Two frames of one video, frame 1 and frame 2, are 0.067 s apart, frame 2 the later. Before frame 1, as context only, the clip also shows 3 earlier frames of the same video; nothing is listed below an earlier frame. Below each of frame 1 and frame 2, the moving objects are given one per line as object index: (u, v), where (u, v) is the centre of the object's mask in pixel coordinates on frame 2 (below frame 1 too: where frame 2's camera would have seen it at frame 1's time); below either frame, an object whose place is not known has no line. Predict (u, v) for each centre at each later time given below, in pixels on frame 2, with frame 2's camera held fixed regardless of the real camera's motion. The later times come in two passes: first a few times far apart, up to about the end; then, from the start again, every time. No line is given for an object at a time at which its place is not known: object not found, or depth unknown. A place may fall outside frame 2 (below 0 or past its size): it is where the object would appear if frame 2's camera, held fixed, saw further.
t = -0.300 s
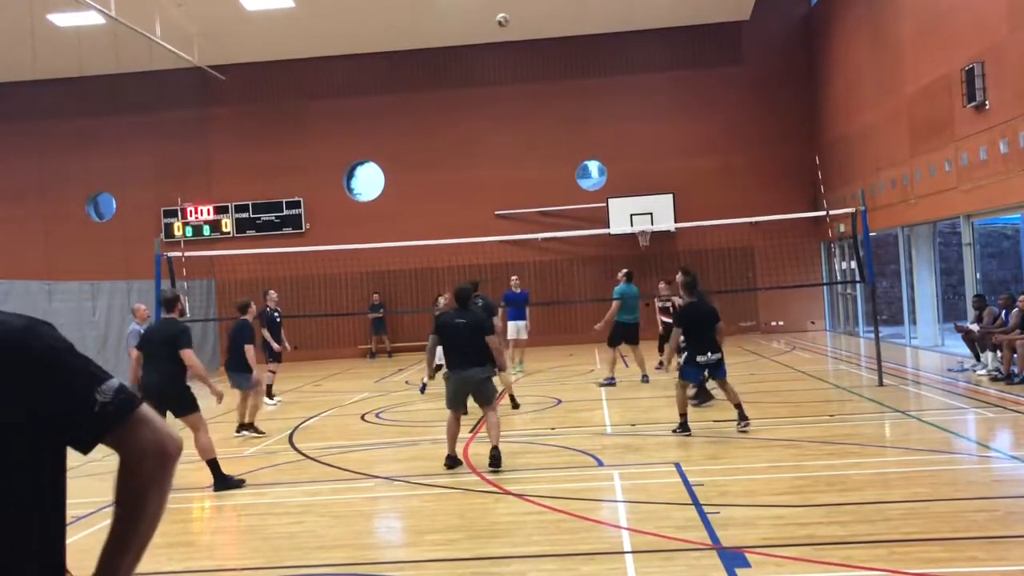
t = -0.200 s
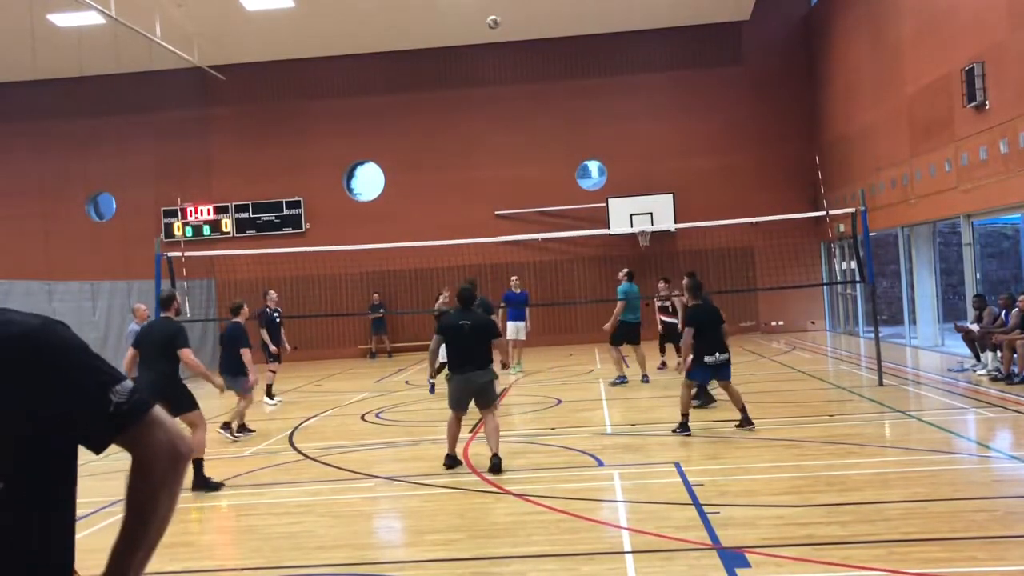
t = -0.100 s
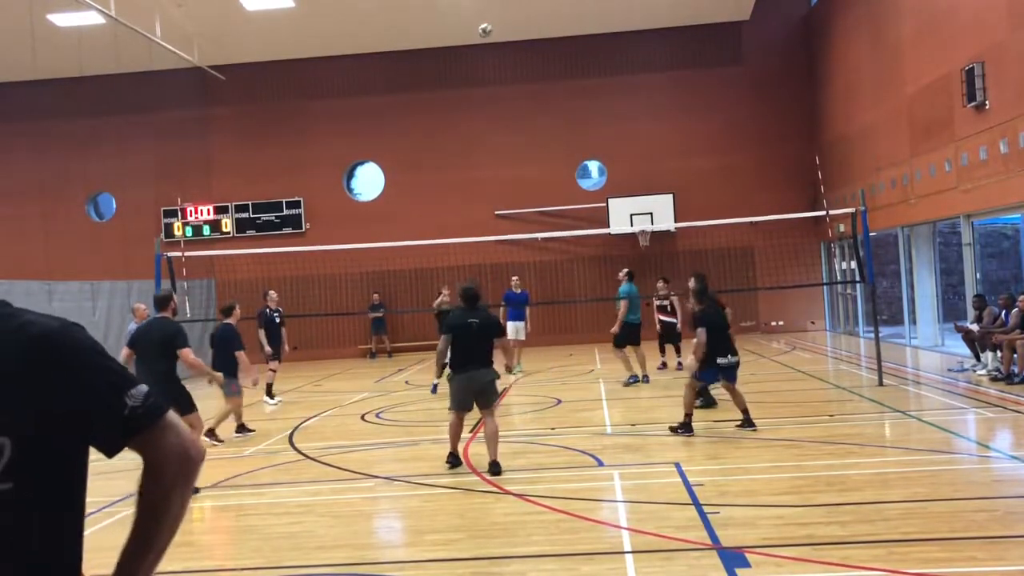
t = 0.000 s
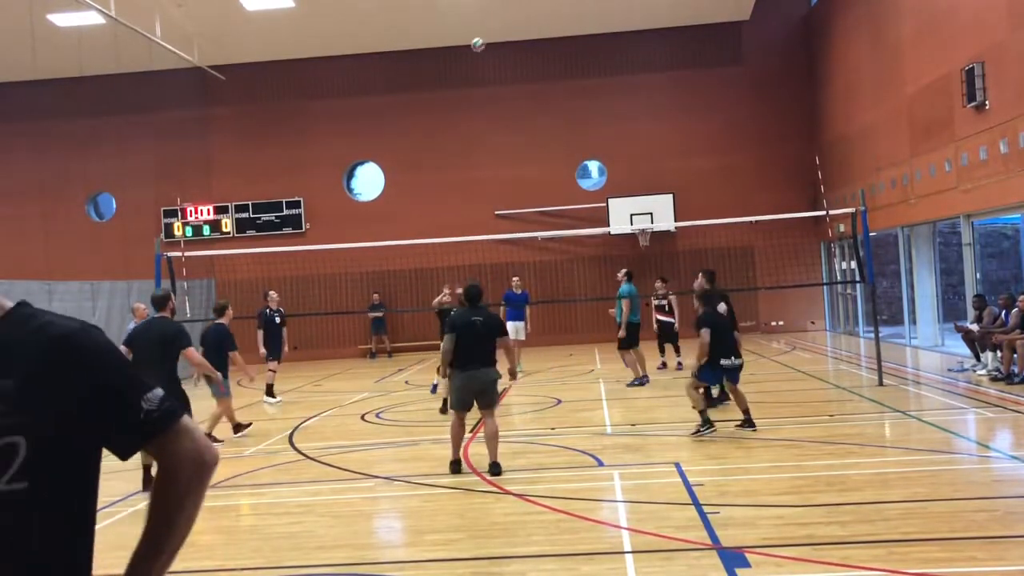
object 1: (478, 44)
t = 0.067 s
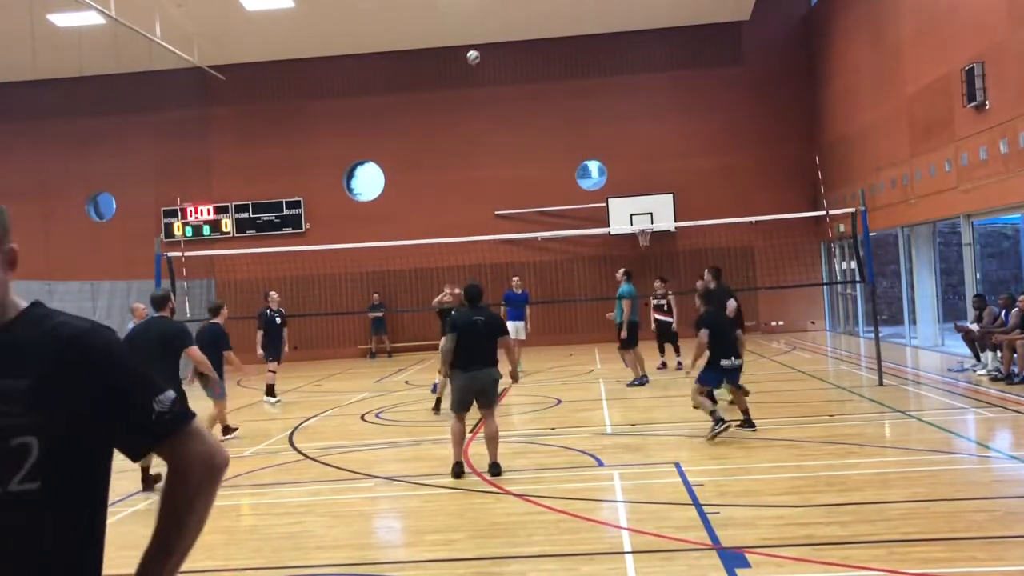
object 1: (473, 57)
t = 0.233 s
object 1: (463, 100)
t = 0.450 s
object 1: (451, 177)
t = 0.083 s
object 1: (472, 60)
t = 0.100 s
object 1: (471, 64)
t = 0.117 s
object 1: (469, 68)
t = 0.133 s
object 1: (468, 72)
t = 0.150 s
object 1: (467, 76)
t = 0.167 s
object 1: (467, 81)
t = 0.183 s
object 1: (465, 85)
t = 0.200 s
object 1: (464, 89)
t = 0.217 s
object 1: (463, 95)
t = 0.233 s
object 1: (463, 100)
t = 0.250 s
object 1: (461, 105)
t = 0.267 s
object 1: (460, 110)
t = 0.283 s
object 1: (459, 116)
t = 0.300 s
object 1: (458, 121)
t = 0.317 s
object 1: (457, 126)
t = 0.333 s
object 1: (456, 133)
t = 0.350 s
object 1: (455, 139)
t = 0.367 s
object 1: (455, 144)
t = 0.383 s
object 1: (454, 151)
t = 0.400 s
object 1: (454, 157)
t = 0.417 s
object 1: (452, 164)
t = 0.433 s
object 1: (452, 170)
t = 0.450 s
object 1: (451, 177)
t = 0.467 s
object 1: (450, 185)
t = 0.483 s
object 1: (449, 192)
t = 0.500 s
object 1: (448, 198)
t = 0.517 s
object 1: (448, 205)
